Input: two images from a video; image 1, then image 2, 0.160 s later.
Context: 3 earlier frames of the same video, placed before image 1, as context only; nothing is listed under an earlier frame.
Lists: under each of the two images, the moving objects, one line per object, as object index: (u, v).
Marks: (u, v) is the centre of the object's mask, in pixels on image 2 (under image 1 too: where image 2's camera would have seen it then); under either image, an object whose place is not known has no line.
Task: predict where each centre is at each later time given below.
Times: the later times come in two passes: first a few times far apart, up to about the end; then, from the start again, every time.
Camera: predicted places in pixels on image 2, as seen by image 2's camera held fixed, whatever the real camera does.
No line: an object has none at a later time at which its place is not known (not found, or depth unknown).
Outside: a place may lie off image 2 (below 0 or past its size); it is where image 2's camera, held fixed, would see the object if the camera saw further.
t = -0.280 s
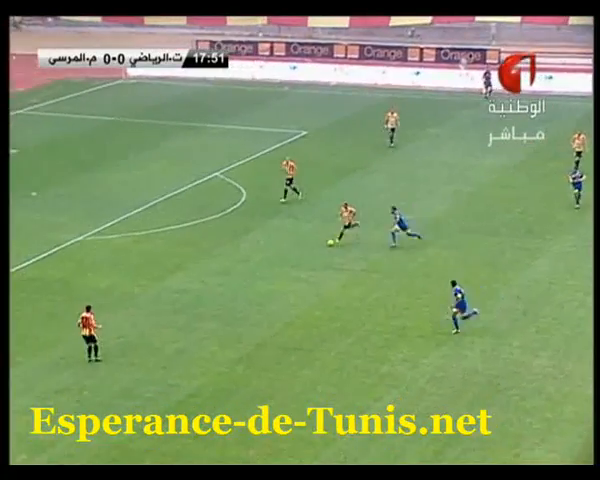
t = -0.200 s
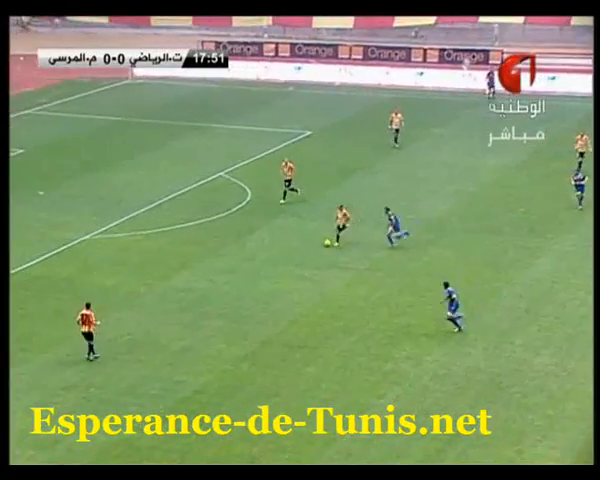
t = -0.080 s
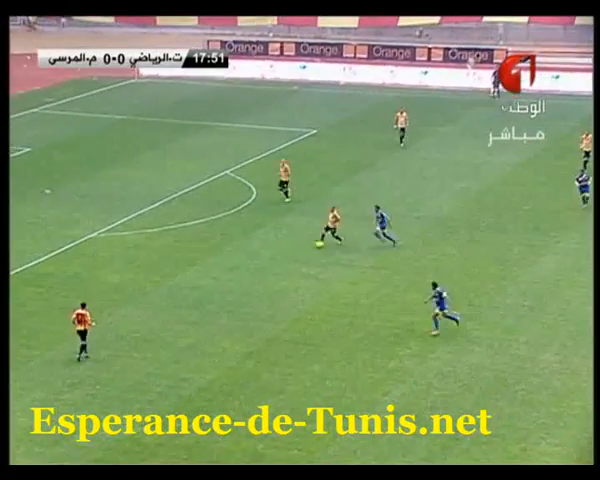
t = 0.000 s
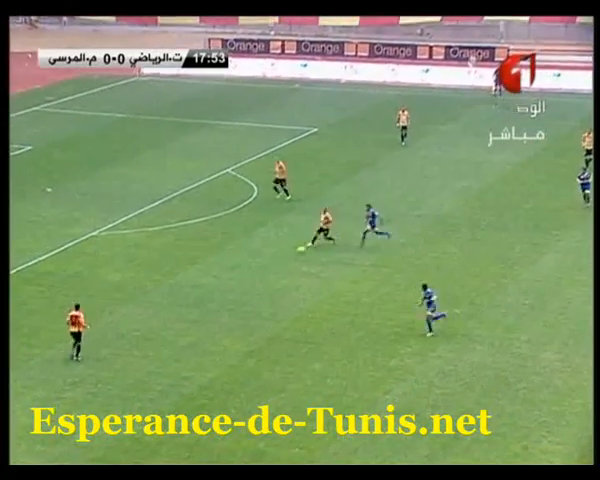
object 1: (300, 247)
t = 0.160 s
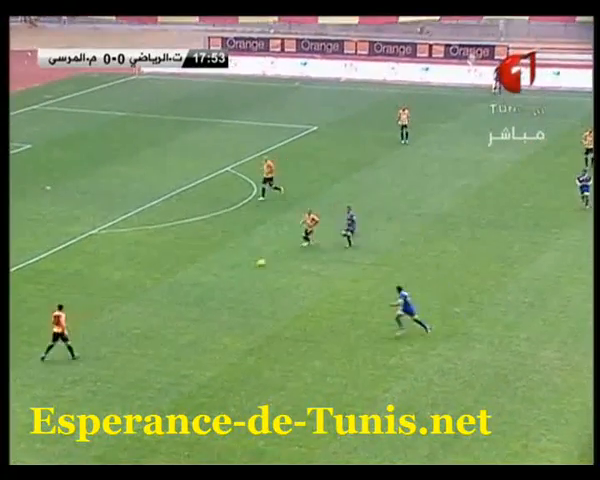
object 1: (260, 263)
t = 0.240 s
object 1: (243, 269)
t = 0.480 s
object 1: (188, 291)
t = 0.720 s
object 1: (139, 312)
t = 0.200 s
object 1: (251, 266)
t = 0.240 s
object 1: (243, 269)
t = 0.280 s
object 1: (232, 274)
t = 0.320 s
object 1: (224, 277)
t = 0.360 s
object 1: (214, 280)
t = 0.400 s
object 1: (206, 283)
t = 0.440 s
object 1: (197, 287)
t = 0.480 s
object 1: (188, 291)
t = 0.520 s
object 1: (180, 295)
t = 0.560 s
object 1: (171, 299)
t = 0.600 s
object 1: (163, 302)
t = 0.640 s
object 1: (155, 305)
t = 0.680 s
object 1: (147, 308)
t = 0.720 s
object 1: (139, 312)
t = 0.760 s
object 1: (131, 316)
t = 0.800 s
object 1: (124, 319)
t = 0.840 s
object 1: (116, 322)
